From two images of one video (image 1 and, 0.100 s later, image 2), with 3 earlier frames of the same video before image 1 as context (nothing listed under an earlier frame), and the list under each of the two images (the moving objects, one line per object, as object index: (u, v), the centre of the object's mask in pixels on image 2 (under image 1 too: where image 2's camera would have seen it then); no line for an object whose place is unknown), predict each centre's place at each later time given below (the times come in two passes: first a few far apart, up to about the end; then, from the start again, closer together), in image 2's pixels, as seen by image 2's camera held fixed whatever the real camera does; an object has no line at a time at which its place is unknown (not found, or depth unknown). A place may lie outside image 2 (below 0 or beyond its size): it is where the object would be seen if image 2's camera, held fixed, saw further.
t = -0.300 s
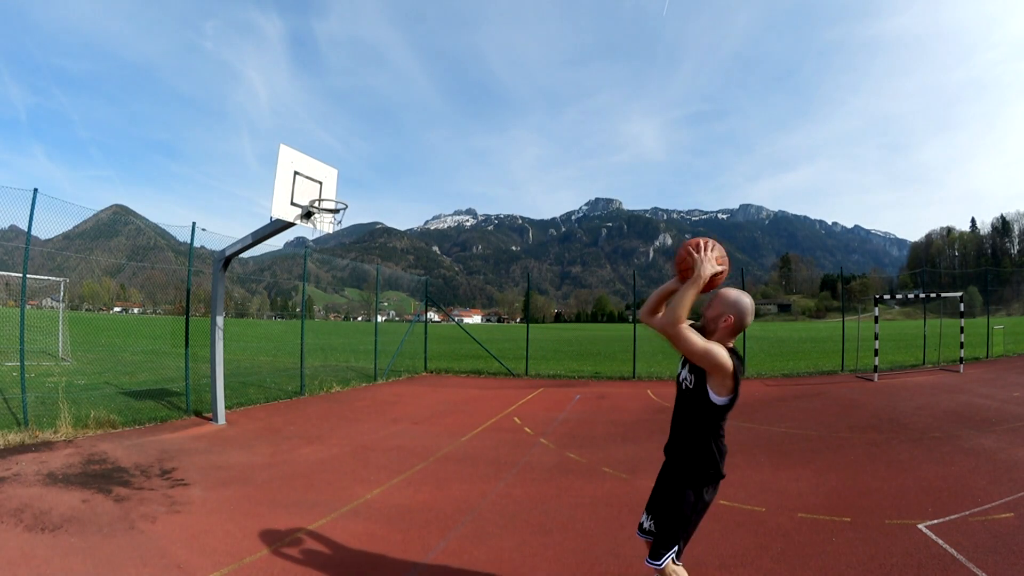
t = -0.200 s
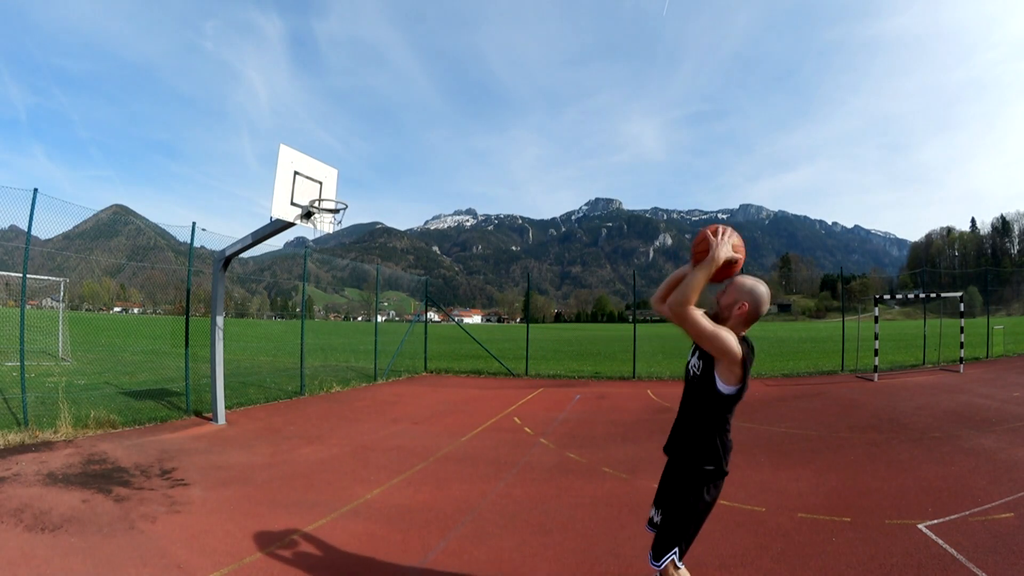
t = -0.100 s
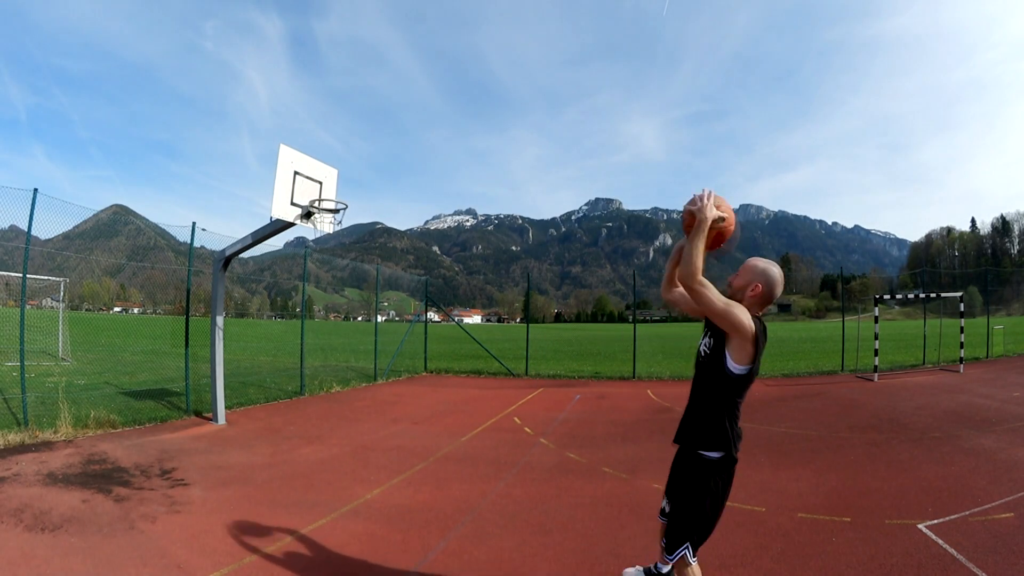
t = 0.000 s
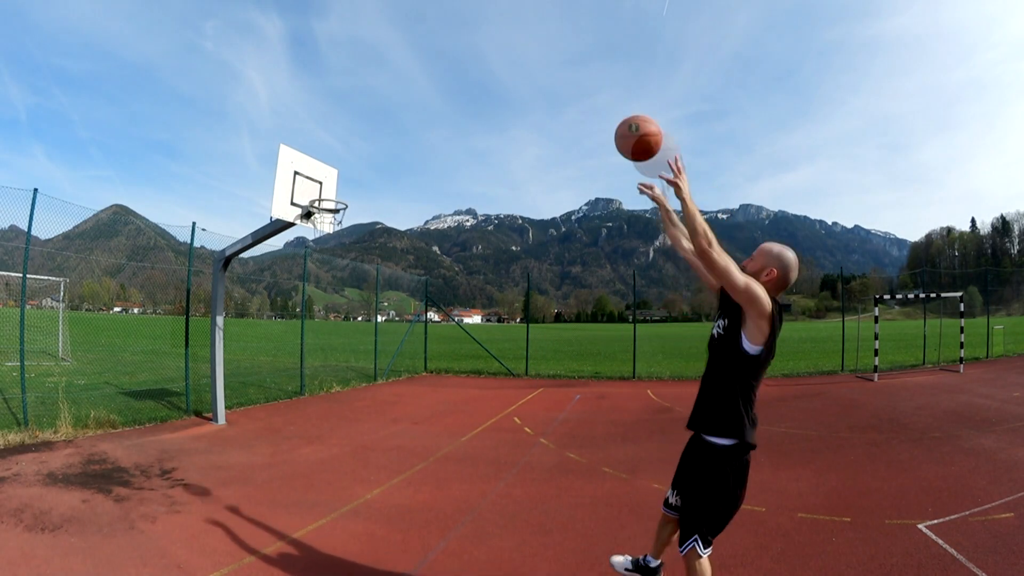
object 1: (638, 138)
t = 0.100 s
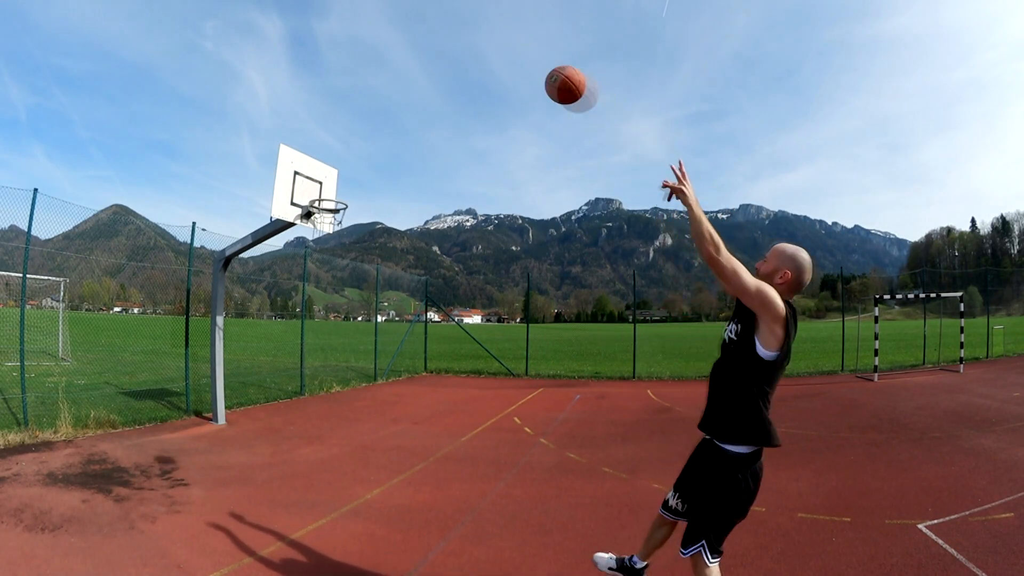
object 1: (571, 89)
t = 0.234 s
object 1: (499, 58)
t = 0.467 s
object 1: (421, 69)
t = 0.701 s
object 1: (369, 121)
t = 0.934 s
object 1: (331, 199)
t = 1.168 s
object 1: (325, 254)
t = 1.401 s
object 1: (325, 354)
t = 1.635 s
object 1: (329, 430)
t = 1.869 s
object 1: (331, 337)
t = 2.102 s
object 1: (335, 285)
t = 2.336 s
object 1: (339, 290)
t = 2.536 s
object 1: (342, 354)
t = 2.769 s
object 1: (354, 504)
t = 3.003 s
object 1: (349, 438)
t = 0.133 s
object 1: (548, 75)
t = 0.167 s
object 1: (531, 67)
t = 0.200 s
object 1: (512, 61)
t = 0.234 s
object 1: (499, 58)
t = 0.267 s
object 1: (484, 56)
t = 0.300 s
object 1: (472, 55)
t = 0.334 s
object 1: (461, 56)
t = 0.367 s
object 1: (449, 58)
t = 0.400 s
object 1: (439, 61)
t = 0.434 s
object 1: (430, 65)
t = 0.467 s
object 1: (421, 69)
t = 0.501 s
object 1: (412, 75)
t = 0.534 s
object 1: (404, 80)
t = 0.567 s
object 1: (396, 87)
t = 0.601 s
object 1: (389, 94)
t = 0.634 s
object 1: (382, 102)
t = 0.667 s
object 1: (375, 111)
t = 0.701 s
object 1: (369, 121)
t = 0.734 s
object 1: (363, 130)
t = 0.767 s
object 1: (357, 140)
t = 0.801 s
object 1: (351, 151)
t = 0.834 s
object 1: (346, 162)
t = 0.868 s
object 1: (341, 173)
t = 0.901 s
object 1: (335, 188)
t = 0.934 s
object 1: (331, 199)
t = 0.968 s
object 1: (326, 210)
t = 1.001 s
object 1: (325, 218)
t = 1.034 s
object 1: (325, 223)
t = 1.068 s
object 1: (325, 229)
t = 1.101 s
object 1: (325, 238)
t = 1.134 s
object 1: (325, 246)
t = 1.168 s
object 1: (325, 254)
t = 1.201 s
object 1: (325, 266)
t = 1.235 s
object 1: (325, 277)
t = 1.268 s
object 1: (324, 288)
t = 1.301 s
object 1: (324, 305)
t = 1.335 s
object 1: (325, 319)
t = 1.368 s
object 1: (325, 333)
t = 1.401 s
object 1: (325, 354)
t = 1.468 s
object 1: (326, 388)
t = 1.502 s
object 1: (327, 413)
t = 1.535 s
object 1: (329, 438)
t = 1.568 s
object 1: (330, 451)
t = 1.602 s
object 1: (329, 440)
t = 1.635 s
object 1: (329, 430)
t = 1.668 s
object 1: (329, 413)
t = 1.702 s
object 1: (329, 396)
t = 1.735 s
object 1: (328, 386)
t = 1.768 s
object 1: (329, 372)
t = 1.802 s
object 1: (330, 357)
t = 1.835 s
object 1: (330, 349)
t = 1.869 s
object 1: (331, 337)
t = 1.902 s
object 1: (331, 325)
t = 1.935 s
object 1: (332, 317)
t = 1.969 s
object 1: (332, 309)
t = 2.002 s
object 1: (333, 301)
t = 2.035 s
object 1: (334, 295)
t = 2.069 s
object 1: (334, 290)
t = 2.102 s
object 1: (335, 285)
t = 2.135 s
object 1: (336, 282)
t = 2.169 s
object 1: (336, 280)
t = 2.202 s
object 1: (337, 280)
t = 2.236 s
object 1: (337, 280)
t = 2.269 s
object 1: (338, 281)
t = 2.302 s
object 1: (338, 285)
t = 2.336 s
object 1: (339, 290)
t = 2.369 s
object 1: (339, 295)
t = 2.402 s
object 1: (340, 303)
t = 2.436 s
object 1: (340, 312)
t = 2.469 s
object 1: (341, 322)
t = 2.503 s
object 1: (341, 337)
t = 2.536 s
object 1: (342, 354)
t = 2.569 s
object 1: (343, 365)
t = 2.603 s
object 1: (344, 387)
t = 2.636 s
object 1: (346, 413)
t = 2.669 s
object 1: (347, 427)
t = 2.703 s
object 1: (349, 456)
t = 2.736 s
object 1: (352, 486)
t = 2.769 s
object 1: (354, 504)
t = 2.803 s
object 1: (358, 536)
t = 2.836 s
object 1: (357, 520)
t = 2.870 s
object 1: (355, 505)
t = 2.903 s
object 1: (353, 485)
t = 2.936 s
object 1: (351, 466)
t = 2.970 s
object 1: (351, 456)
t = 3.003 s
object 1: (349, 438)
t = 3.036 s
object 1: (348, 423)
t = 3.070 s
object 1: (347, 413)
